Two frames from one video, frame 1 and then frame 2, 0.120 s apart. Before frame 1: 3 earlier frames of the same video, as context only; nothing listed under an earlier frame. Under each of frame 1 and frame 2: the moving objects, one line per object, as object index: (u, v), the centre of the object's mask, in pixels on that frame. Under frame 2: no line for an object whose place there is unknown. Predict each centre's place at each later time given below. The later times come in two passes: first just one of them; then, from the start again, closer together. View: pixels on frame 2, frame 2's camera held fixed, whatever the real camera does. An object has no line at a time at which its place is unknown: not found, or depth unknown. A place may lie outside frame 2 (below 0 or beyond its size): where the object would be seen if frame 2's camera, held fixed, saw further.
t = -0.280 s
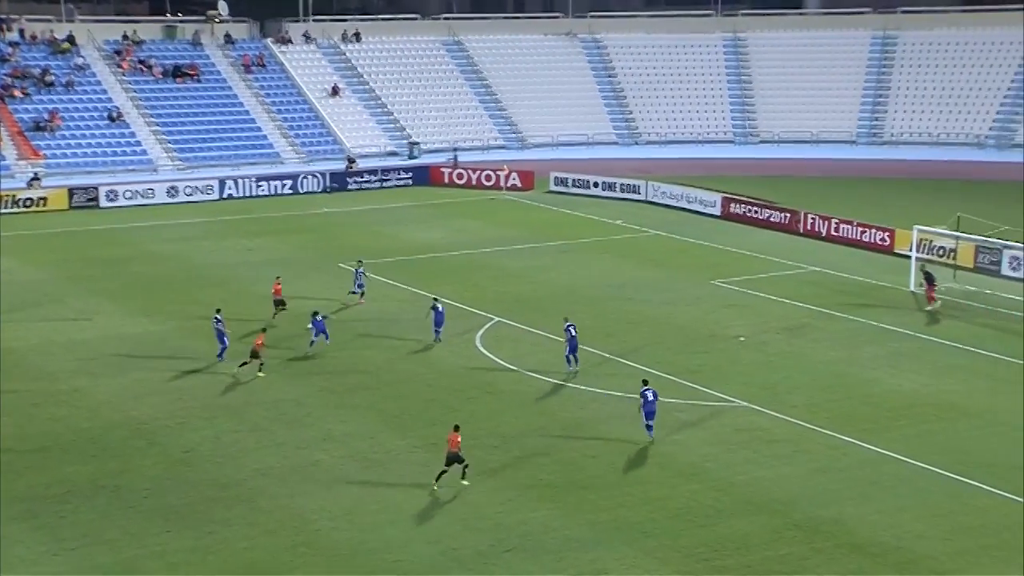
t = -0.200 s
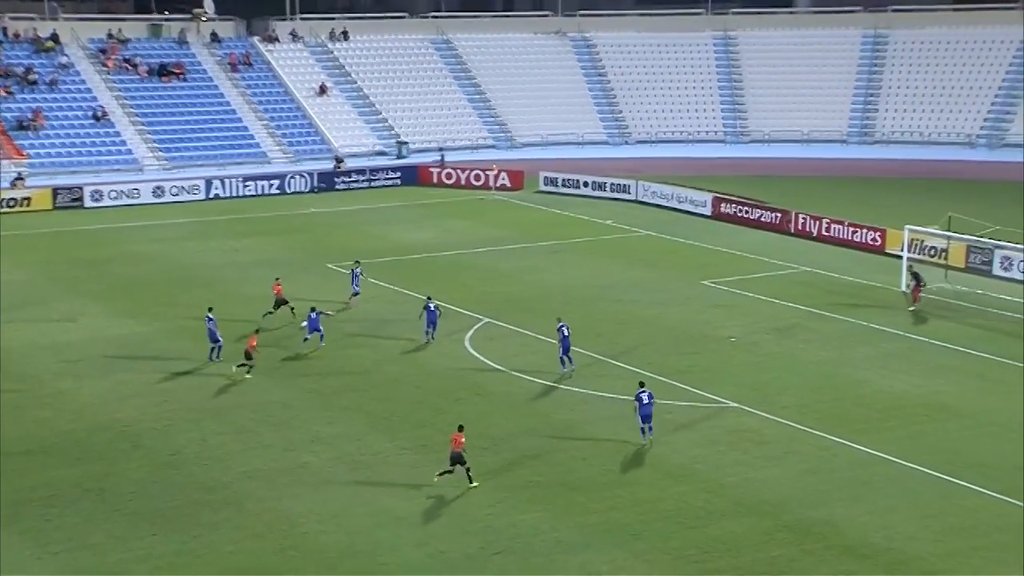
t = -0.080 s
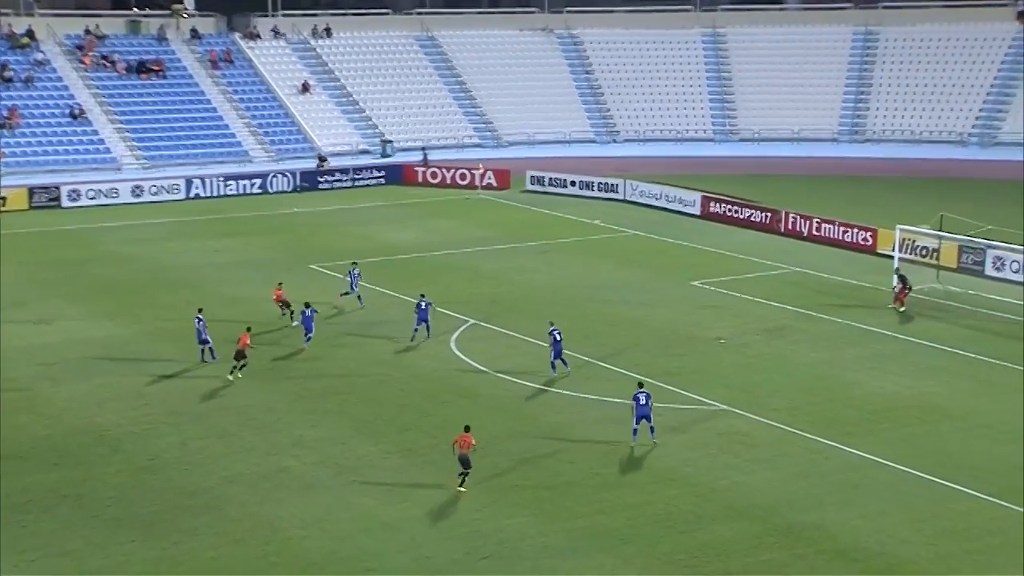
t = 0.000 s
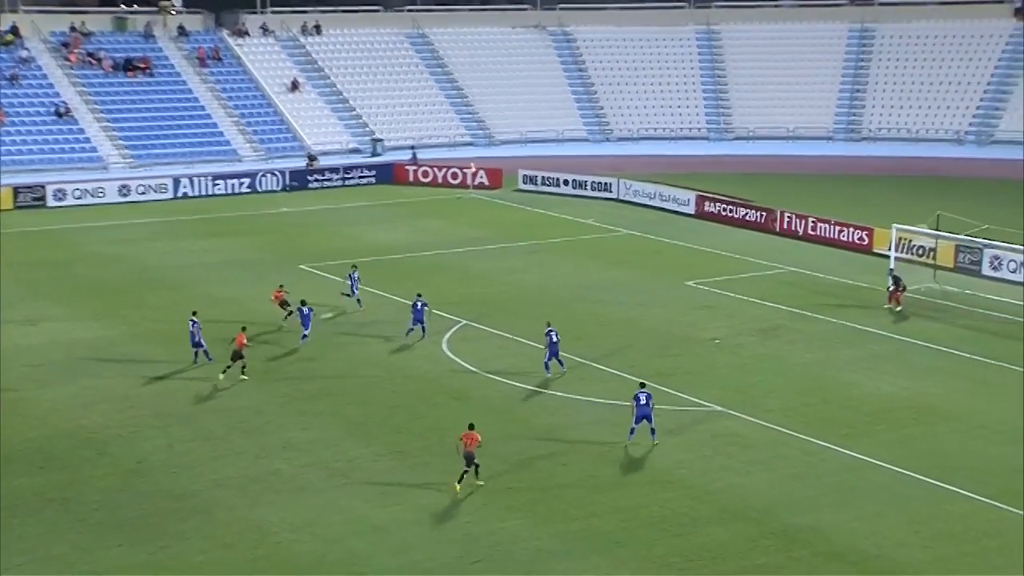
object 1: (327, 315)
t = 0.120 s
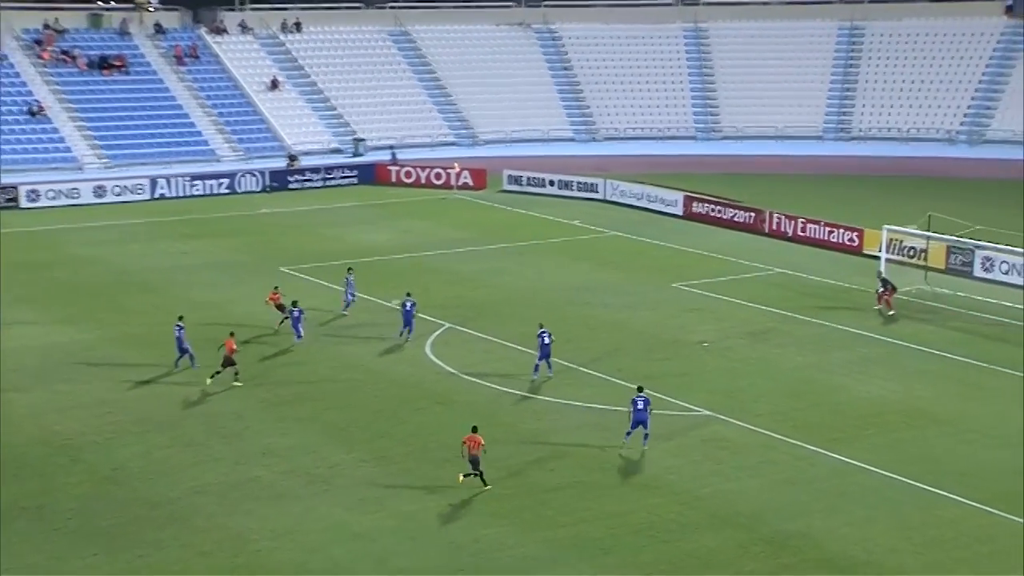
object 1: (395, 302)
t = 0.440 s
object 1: (600, 282)
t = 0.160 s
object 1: (424, 298)
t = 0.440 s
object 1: (600, 282)
